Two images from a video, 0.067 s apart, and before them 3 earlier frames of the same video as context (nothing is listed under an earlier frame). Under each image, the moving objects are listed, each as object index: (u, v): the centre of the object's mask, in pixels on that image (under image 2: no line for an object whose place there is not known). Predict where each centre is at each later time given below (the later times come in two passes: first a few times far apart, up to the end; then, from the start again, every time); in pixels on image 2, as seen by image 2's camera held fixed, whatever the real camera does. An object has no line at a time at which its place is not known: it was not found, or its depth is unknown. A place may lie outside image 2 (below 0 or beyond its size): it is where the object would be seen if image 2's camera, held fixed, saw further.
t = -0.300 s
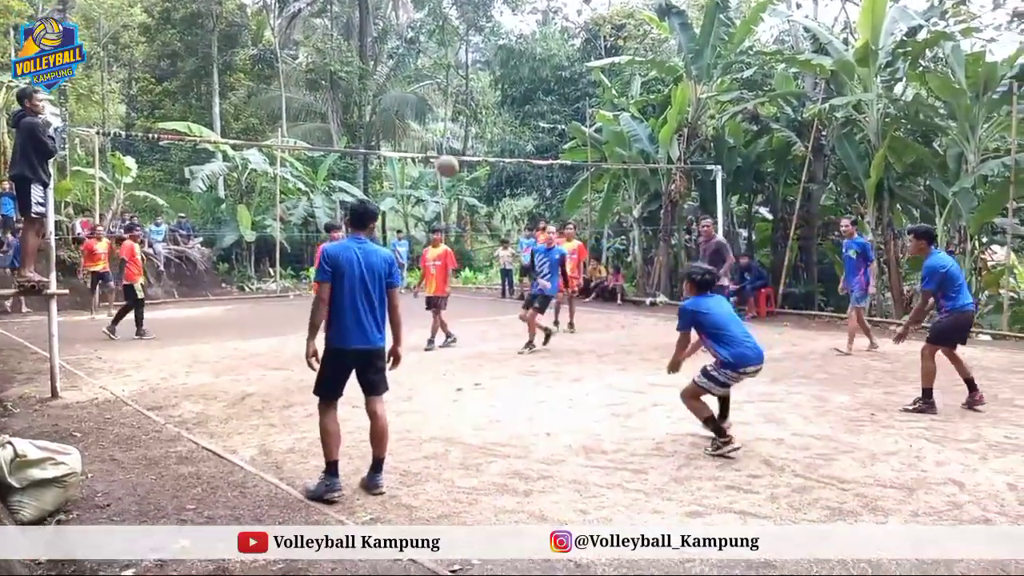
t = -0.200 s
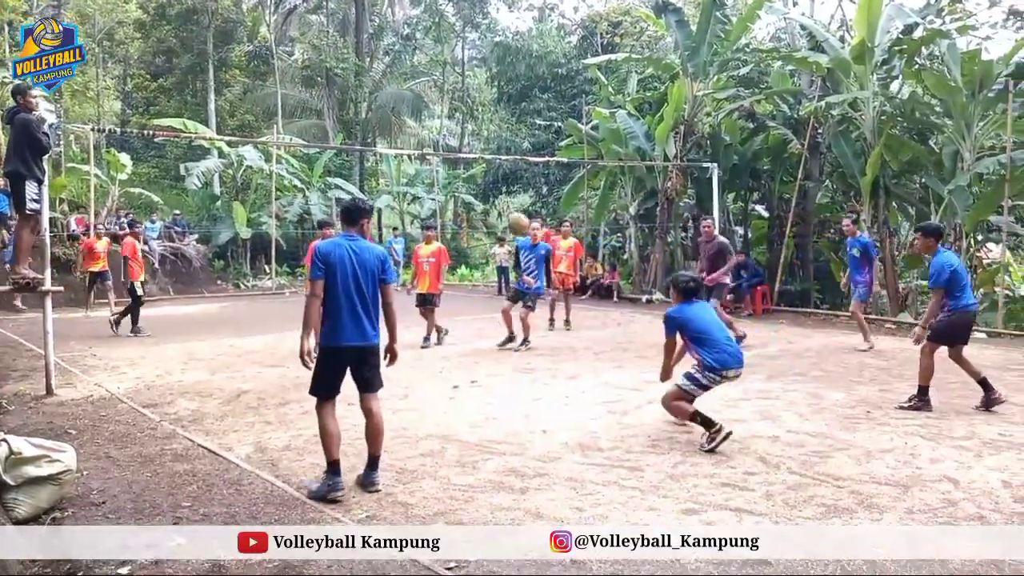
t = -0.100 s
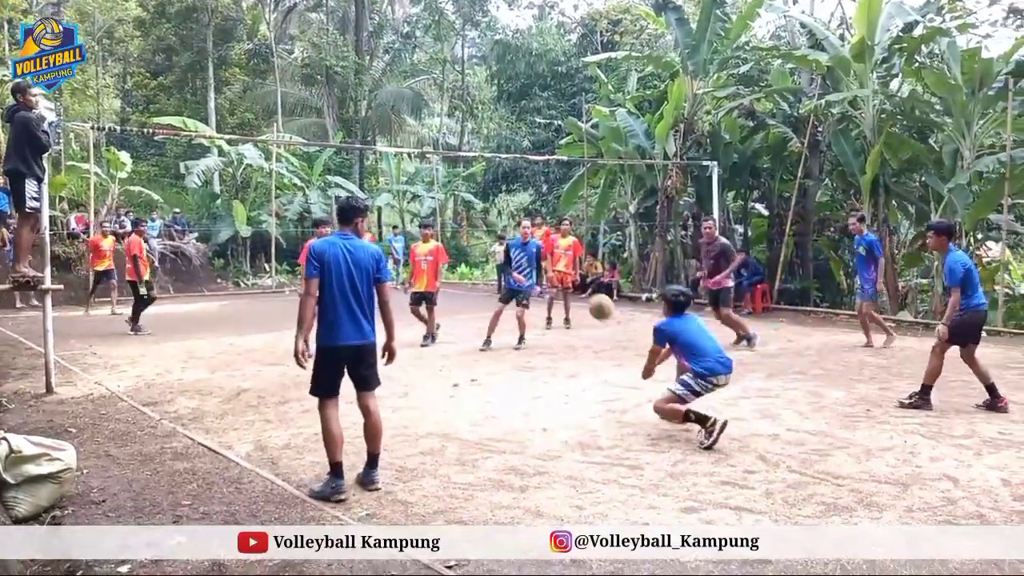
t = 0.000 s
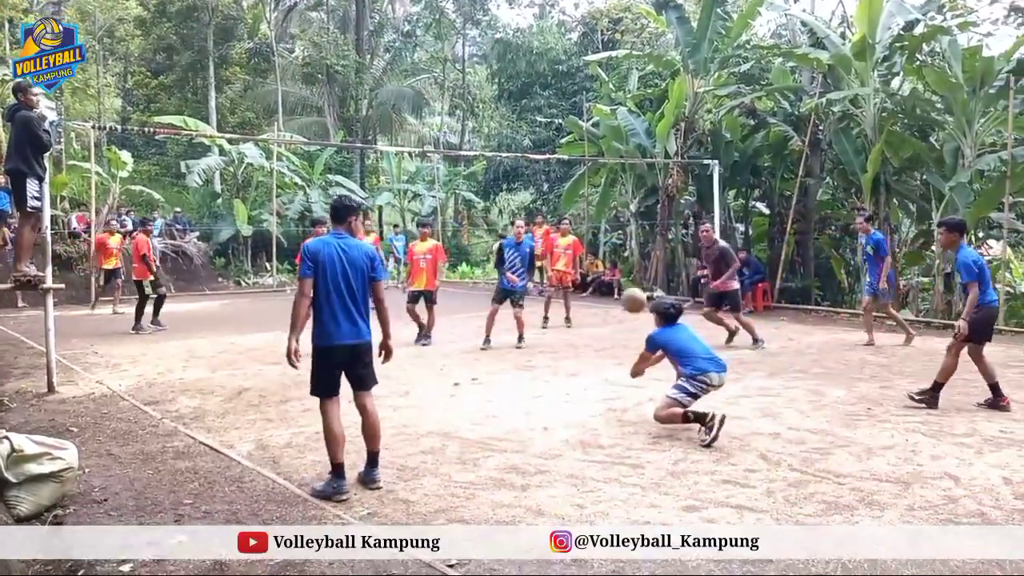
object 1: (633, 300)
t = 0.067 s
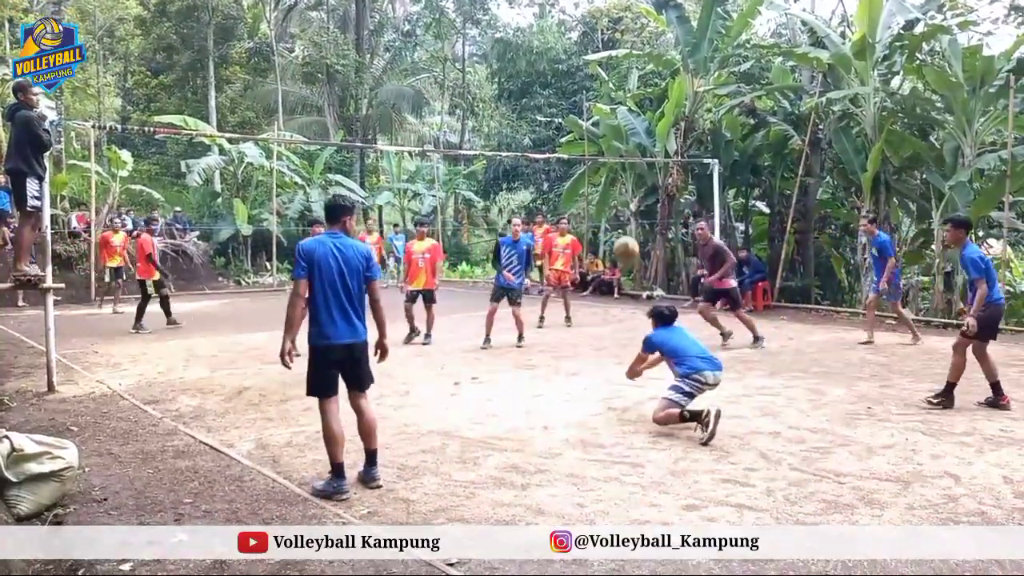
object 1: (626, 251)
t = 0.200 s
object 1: (613, 168)
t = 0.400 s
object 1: (598, 94)
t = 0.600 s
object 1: (584, 71)
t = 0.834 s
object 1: (571, 92)
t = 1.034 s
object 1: (562, 154)
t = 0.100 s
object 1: (623, 224)
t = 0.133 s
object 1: (618, 206)
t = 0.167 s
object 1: (615, 186)
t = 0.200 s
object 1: (613, 168)
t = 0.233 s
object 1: (611, 152)
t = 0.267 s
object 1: (607, 137)
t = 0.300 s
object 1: (604, 126)
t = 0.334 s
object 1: (602, 114)
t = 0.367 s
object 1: (600, 103)
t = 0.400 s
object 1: (598, 94)
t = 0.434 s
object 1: (595, 87)
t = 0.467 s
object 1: (594, 81)
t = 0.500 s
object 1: (590, 76)
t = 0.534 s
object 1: (589, 72)
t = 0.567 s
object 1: (587, 70)
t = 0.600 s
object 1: (584, 71)
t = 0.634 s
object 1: (583, 69)
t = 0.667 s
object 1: (581, 71)
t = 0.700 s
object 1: (579, 72)
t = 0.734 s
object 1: (577, 76)
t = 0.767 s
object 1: (575, 80)
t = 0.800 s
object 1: (573, 86)
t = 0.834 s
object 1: (571, 92)
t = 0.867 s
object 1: (570, 101)
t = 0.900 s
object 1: (568, 109)
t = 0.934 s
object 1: (567, 119)
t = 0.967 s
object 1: (565, 129)
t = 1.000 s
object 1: (563, 142)
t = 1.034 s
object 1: (562, 154)
